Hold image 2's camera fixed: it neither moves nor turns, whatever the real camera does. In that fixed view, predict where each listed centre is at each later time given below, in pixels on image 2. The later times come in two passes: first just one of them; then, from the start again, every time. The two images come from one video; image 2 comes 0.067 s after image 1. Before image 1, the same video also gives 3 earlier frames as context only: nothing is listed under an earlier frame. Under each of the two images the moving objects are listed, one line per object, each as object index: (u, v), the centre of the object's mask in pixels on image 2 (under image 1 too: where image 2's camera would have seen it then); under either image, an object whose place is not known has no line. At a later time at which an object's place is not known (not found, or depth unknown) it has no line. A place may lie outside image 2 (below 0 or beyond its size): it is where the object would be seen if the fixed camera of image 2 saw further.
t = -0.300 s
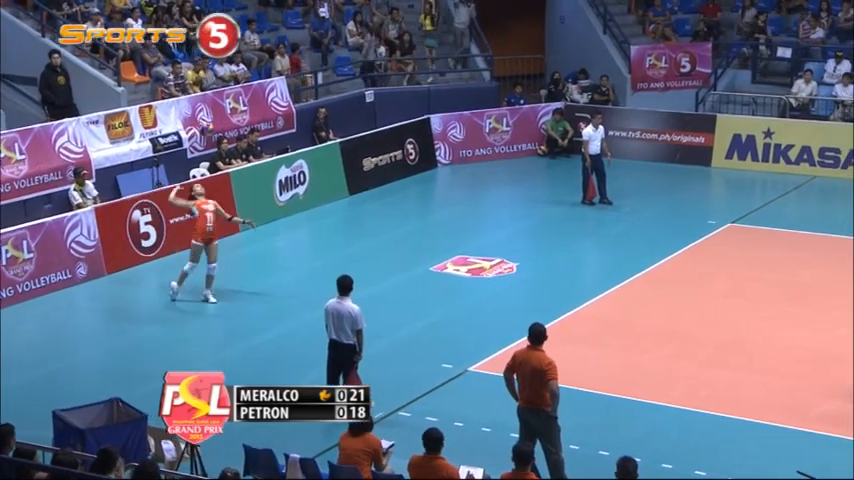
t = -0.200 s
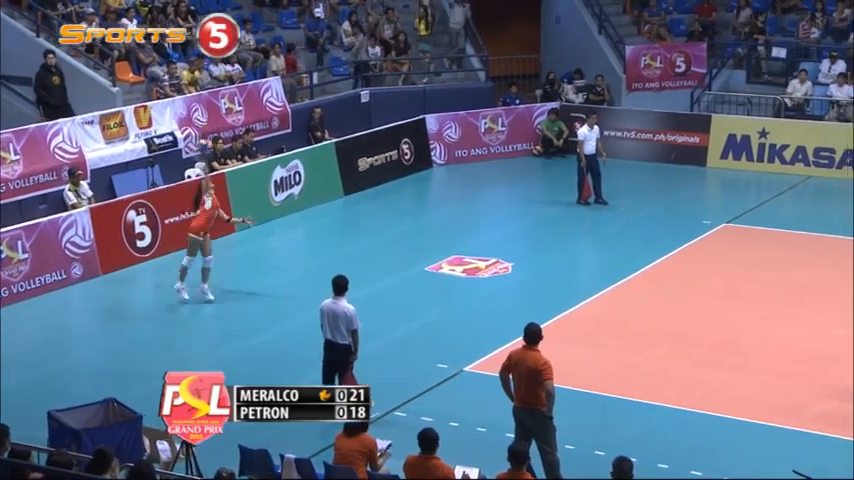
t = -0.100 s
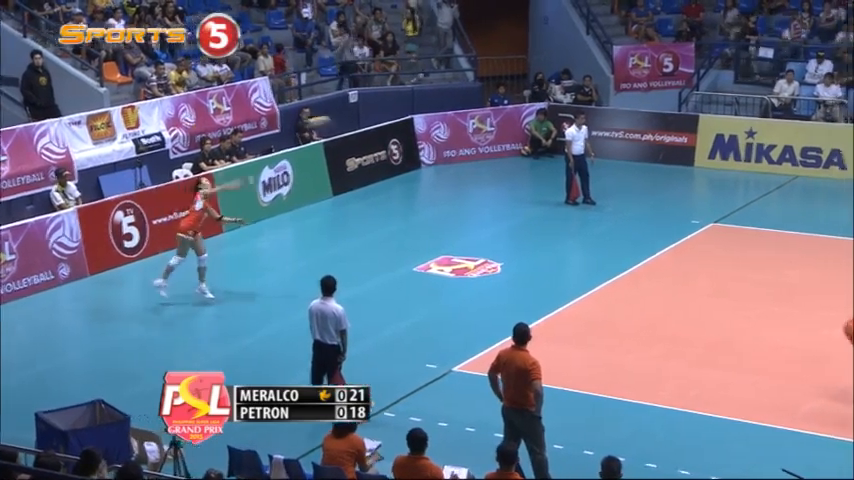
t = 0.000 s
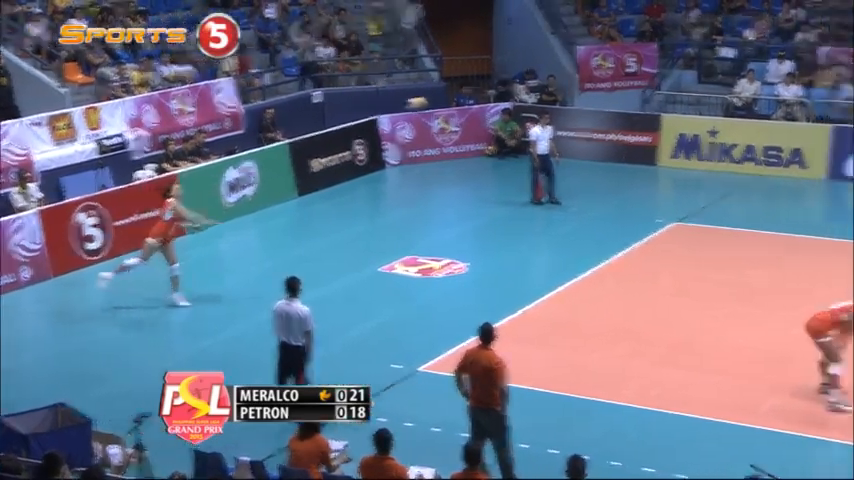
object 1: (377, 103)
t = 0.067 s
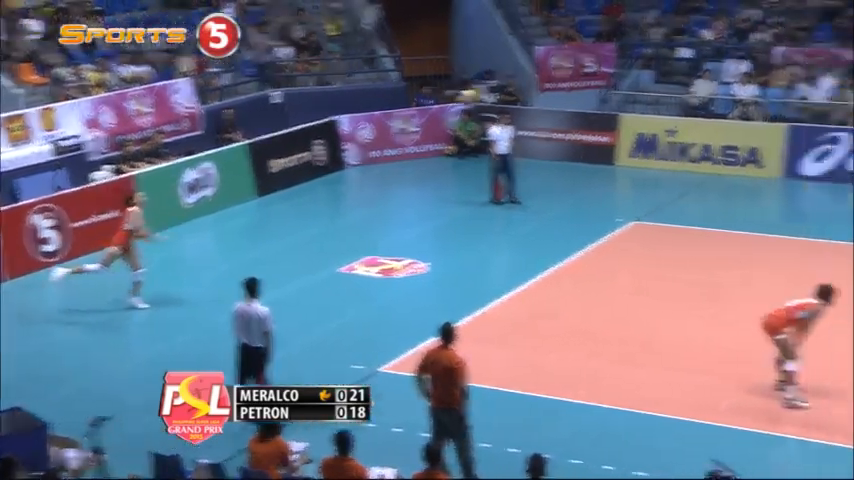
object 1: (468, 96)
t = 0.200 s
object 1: (656, 93)
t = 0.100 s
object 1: (513, 94)
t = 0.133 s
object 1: (561, 92)
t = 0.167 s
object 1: (609, 92)
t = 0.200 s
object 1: (656, 93)
